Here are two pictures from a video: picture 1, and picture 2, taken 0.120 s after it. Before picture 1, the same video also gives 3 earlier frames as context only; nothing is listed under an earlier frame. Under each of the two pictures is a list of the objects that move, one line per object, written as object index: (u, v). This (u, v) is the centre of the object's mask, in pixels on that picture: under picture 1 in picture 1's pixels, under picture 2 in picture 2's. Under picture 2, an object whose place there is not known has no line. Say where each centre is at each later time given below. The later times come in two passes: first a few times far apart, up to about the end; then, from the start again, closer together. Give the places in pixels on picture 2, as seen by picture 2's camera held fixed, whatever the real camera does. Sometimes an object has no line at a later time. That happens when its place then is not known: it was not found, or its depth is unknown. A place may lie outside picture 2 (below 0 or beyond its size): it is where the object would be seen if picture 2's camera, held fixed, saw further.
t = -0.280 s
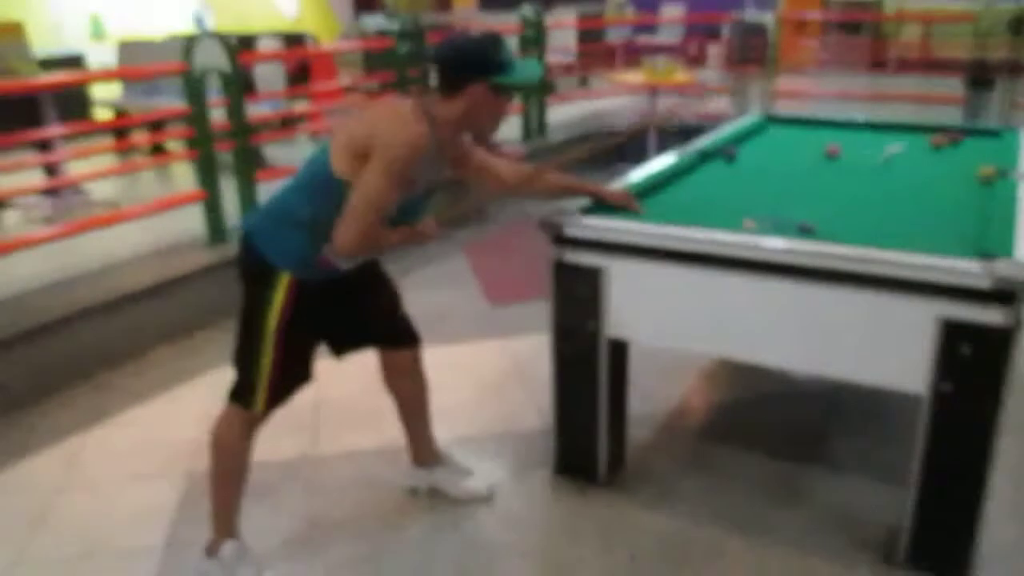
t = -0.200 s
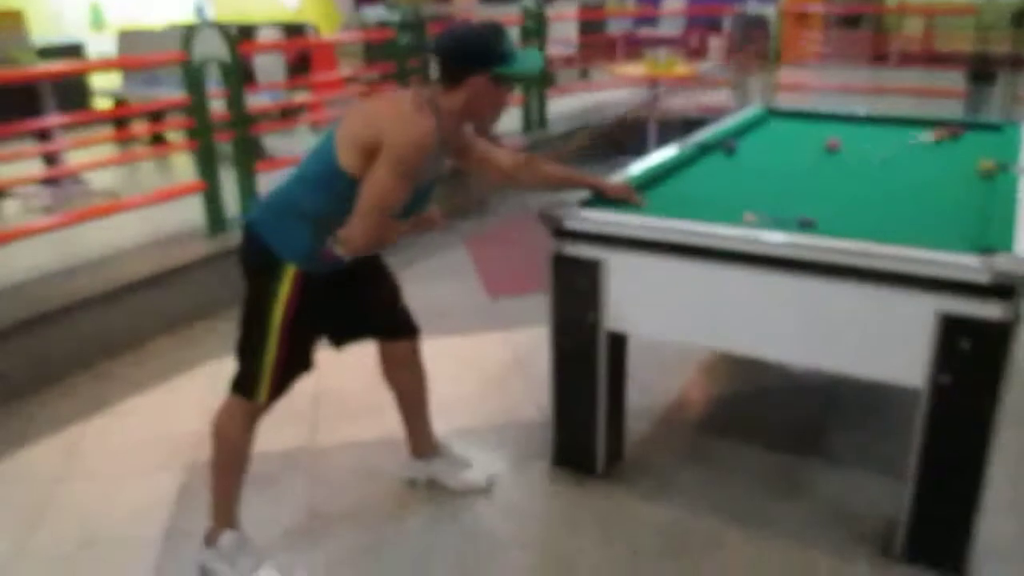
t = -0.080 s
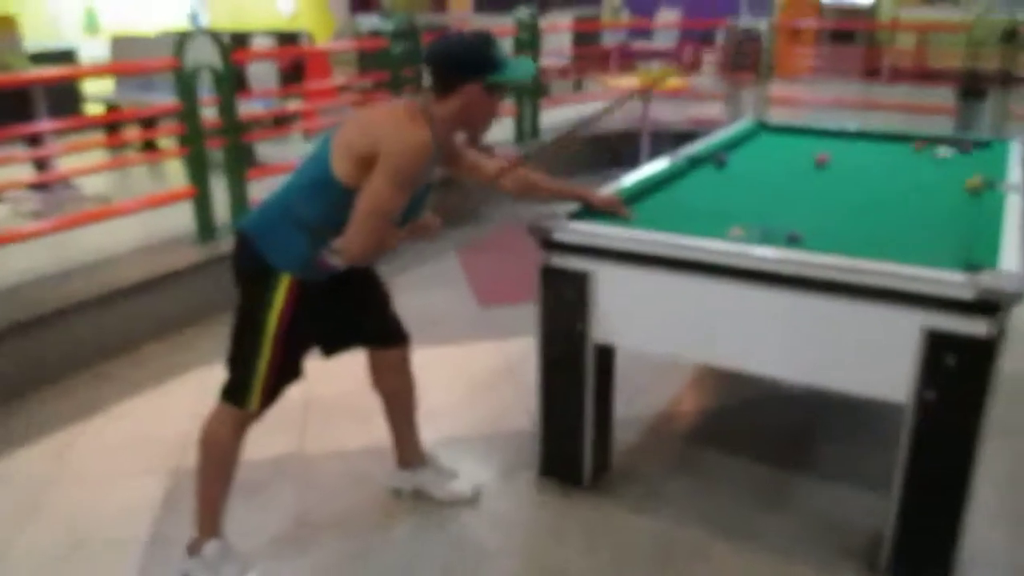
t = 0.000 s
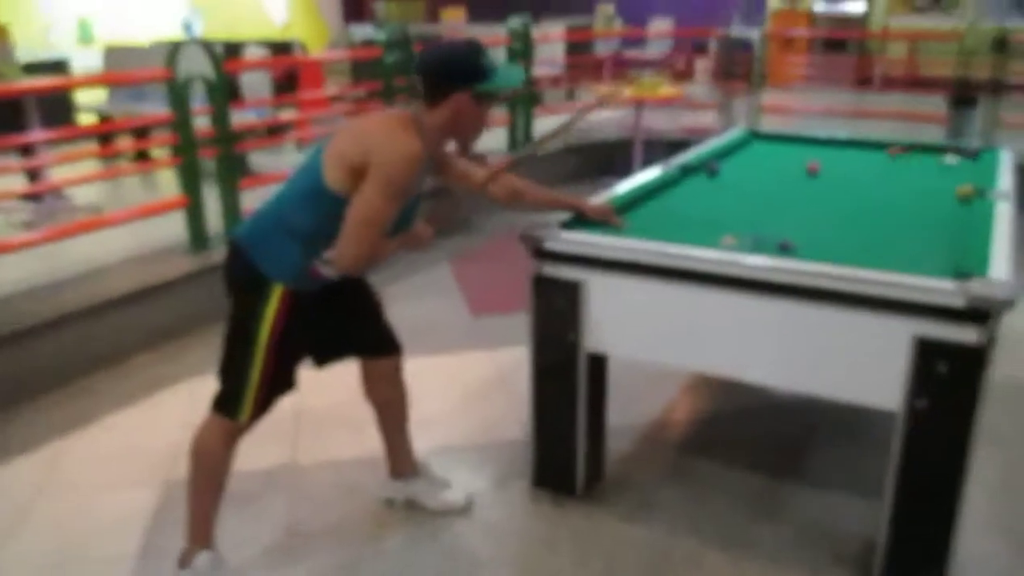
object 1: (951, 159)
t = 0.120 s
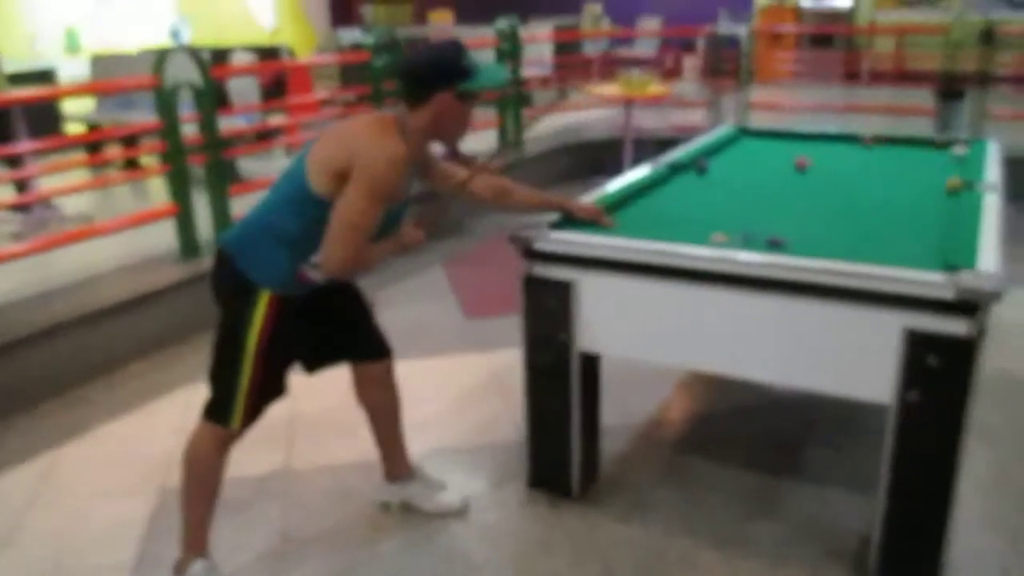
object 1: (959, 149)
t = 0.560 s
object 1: (915, 140)
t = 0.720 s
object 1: (901, 137)
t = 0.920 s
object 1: (882, 138)
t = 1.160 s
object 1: (859, 138)
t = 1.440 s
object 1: (833, 140)
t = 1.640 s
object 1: (817, 141)
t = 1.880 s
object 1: (797, 144)
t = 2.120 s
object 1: (778, 144)
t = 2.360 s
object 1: (761, 144)
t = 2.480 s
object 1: (753, 146)
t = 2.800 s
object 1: (732, 147)
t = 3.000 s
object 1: (719, 148)
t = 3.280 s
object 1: (719, 150)
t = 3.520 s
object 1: (723, 151)
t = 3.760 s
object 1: (727, 152)
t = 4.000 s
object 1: (730, 154)
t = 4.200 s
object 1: (732, 154)
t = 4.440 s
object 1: (733, 155)
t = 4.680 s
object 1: (733, 156)
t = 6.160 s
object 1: (734, 157)
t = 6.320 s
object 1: (734, 157)
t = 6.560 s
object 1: (733, 157)
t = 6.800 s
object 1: (733, 156)
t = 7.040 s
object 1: (734, 156)
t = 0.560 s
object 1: (915, 140)
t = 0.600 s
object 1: (913, 139)
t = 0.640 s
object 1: (908, 139)
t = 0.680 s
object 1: (905, 138)
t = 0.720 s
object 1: (901, 137)
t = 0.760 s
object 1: (897, 137)
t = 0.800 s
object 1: (893, 137)
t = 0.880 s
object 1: (886, 138)
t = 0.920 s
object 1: (882, 138)
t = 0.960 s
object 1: (877, 137)
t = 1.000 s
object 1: (874, 137)
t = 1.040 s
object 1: (871, 138)
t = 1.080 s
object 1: (868, 137)
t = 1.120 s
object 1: (864, 138)
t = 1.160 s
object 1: (859, 138)
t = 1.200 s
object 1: (855, 138)
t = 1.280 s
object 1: (847, 138)
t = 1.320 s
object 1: (844, 139)
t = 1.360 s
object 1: (840, 139)
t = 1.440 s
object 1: (833, 140)
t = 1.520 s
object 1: (827, 140)
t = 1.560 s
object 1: (823, 141)
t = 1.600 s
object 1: (820, 141)
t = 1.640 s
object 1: (817, 141)
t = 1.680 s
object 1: (813, 141)
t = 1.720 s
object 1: (810, 142)
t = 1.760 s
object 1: (807, 142)
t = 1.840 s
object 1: (800, 142)
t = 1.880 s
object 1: (797, 144)
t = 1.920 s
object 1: (794, 144)
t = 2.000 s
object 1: (787, 144)
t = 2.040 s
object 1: (784, 143)
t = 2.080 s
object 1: (782, 144)
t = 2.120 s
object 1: (778, 144)
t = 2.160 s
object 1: (777, 145)
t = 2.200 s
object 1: (773, 144)
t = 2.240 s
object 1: (770, 145)
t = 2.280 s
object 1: (767, 144)
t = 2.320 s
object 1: (764, 145)
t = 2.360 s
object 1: (761, 144)
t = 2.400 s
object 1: (758, 145)
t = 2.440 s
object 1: (757, 146)
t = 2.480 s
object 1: (753, 146)
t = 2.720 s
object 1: (738, 147)
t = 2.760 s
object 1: (734, 147)
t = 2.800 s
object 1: (732, 147)
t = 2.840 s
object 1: (728, 148)
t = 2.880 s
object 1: (726, 147)
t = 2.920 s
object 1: (723, 148)
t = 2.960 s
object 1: (721, 149)
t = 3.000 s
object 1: (719, 148)
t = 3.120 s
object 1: (715, 149)
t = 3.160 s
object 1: (717, 149)
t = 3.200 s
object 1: (717, 149)
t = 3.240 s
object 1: (718, 150)
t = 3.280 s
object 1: (719, 150)
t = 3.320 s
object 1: (719, 150)
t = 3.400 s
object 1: (720, 150)
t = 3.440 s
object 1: (722, 151)
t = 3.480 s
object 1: (722, 151)
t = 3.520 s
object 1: (723, 151)
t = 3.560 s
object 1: (724, 151)
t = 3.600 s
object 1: (724, 151)
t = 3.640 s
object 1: (725, 151)
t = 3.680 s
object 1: (726, 152)
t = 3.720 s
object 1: (726, 152)
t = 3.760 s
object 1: (727, 152)
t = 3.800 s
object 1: (728, 152)
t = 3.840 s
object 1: (728, 153)
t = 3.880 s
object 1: (729, 153)
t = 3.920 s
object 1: (729, 153)
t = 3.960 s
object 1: (729, 153)
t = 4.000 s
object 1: (730, 154)
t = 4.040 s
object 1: (731, 154)
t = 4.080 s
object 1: (731, 154)
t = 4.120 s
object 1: (731, 154)
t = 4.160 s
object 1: (731, 154)
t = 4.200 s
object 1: (732, 154)
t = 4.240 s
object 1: (732, 154)
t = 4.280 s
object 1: (732, 155)
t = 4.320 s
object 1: (732, 155)
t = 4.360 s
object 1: (732, 155)
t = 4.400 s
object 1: (732, 155)
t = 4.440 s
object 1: (733, 155)
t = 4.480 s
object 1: (733, 155)
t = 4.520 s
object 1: (733, 156)
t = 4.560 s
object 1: (733, 155)
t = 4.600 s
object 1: (733, 156)
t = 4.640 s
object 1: (733, 156)
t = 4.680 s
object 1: (733, 156)
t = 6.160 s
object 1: (734, 157)
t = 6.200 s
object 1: (734, 157)
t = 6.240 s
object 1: (734, 156)
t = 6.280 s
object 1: (734, 157)
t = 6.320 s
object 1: (734, 157)
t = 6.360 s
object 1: (734, 156)
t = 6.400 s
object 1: (734, 157)
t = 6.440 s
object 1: (733, 157)
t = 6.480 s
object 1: (733, 157)
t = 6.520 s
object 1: (733, 157)
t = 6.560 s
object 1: (733, 157)
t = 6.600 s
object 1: (733, 157)
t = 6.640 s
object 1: (733, 157)
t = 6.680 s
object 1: (733, 156)
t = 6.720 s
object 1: (733, 156)
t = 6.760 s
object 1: (733, 156)
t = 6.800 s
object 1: (733, 156)
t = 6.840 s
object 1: (734, 156)
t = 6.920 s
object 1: (734, 156)
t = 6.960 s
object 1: (734, 156)
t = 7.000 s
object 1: (734, 156)
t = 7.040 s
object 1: (734, 156)
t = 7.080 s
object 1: (734, 156)
